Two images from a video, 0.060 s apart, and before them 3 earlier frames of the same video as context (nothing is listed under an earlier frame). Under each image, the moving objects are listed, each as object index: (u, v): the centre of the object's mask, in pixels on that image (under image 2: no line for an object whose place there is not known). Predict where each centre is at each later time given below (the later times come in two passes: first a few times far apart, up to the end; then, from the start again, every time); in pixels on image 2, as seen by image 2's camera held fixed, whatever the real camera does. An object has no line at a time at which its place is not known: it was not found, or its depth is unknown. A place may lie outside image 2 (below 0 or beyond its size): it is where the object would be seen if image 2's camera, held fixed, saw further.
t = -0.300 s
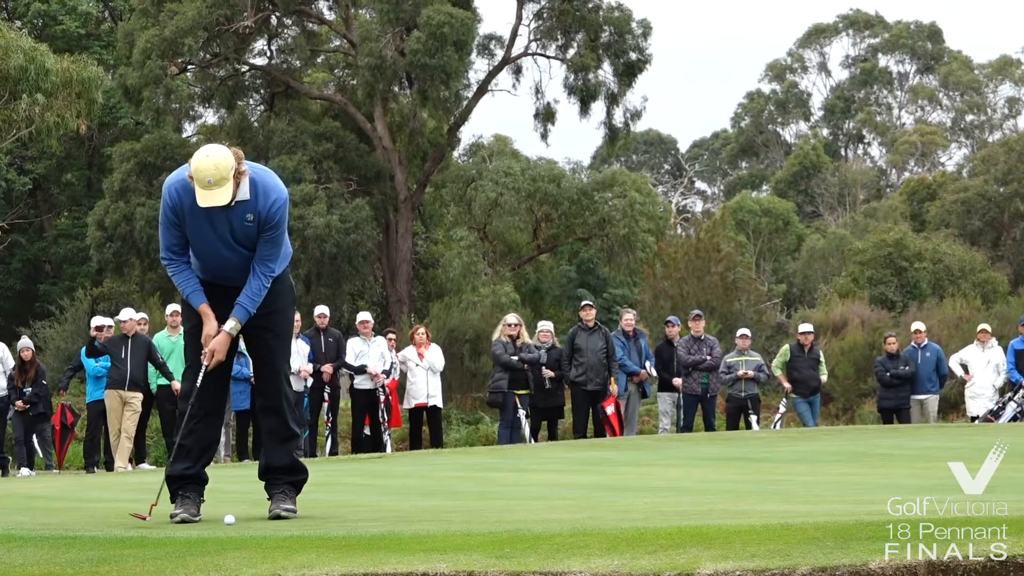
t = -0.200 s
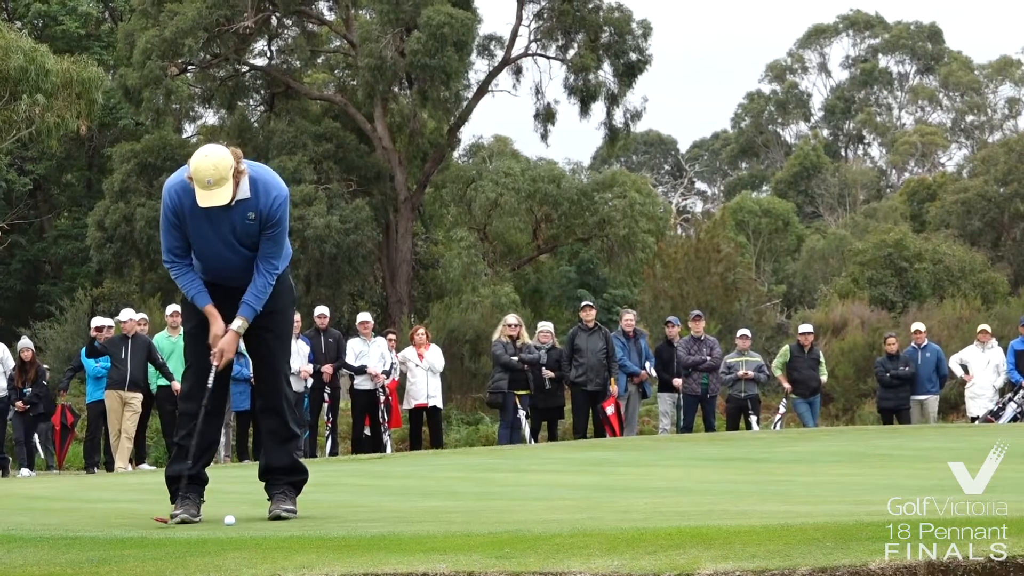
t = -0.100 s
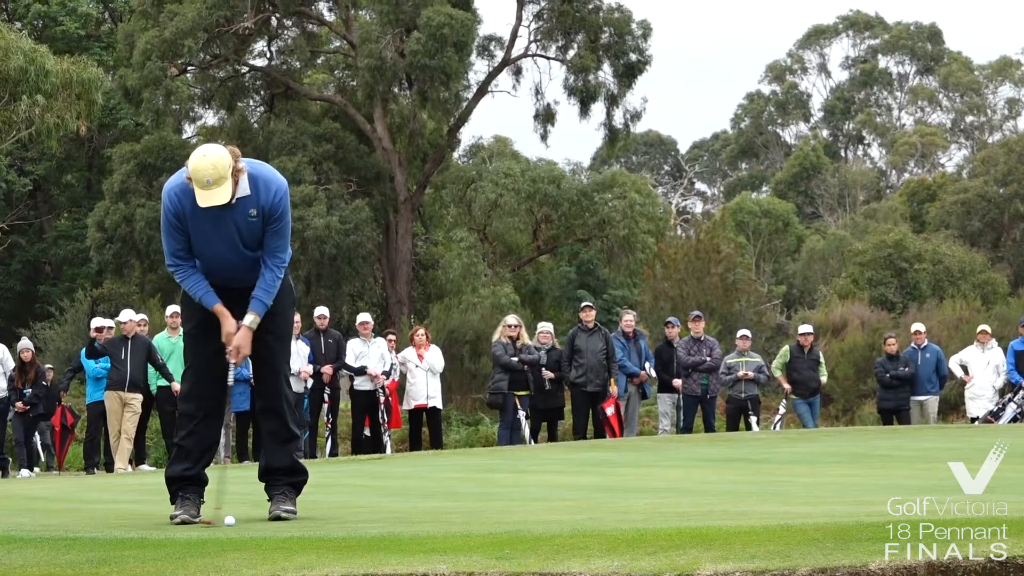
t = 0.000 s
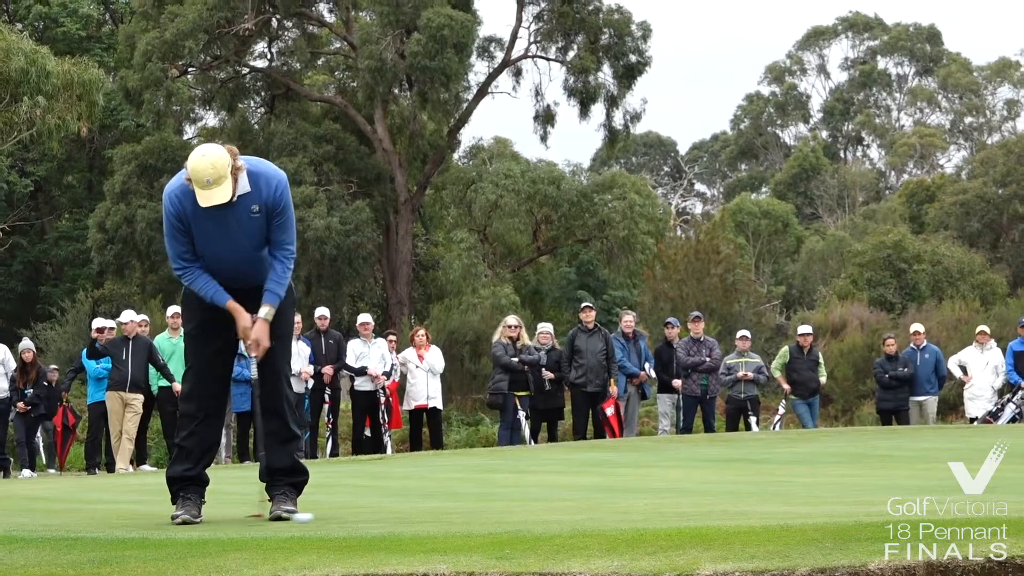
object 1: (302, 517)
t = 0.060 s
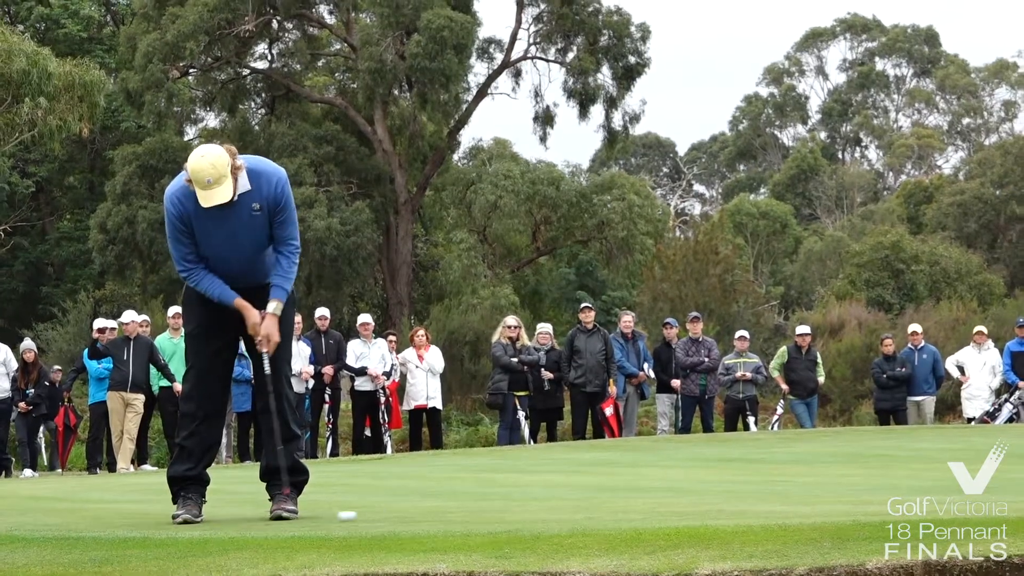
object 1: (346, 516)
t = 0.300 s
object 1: (499, 510)
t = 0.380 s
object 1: (548, 508)
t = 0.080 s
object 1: (360, 516)
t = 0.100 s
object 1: (373, 515)
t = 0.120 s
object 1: (386, 514)
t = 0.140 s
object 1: (399, 514)
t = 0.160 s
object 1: (412, 513)
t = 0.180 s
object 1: (425, 512)
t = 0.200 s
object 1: (437, 512)
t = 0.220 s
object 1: (450, 511)
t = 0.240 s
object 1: (462, 511)
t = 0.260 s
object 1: (474, 510)
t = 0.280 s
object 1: (487, 510)
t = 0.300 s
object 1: (499, 510)
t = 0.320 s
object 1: (512, 509)
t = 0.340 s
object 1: (524, 508)
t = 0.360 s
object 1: (536, 508)
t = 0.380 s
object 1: (548, 508)
